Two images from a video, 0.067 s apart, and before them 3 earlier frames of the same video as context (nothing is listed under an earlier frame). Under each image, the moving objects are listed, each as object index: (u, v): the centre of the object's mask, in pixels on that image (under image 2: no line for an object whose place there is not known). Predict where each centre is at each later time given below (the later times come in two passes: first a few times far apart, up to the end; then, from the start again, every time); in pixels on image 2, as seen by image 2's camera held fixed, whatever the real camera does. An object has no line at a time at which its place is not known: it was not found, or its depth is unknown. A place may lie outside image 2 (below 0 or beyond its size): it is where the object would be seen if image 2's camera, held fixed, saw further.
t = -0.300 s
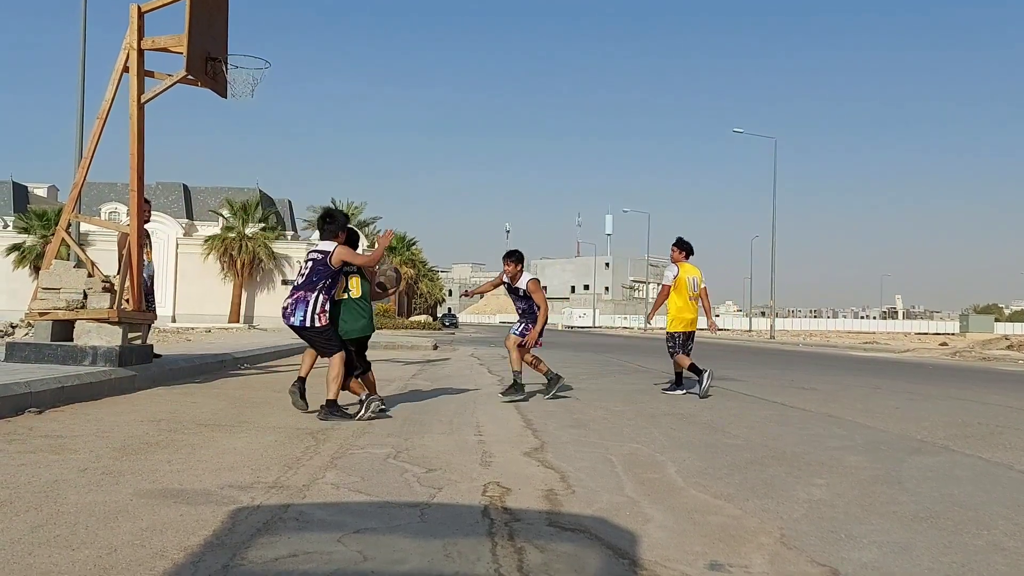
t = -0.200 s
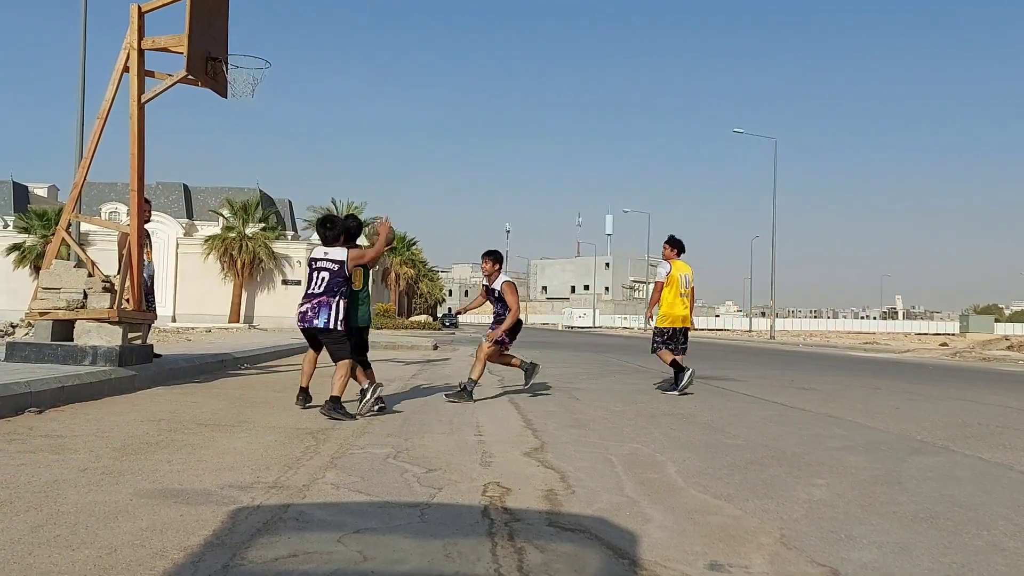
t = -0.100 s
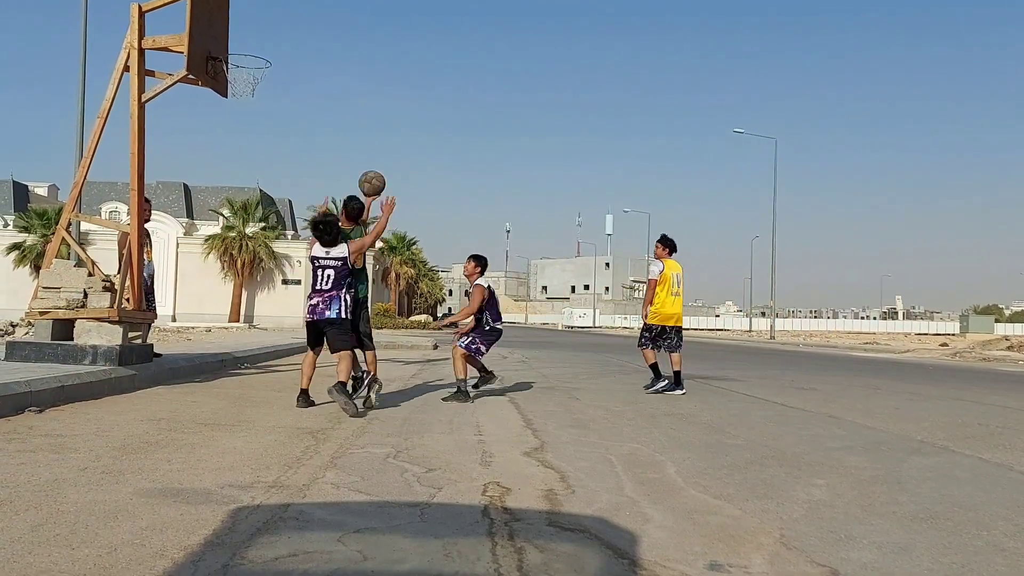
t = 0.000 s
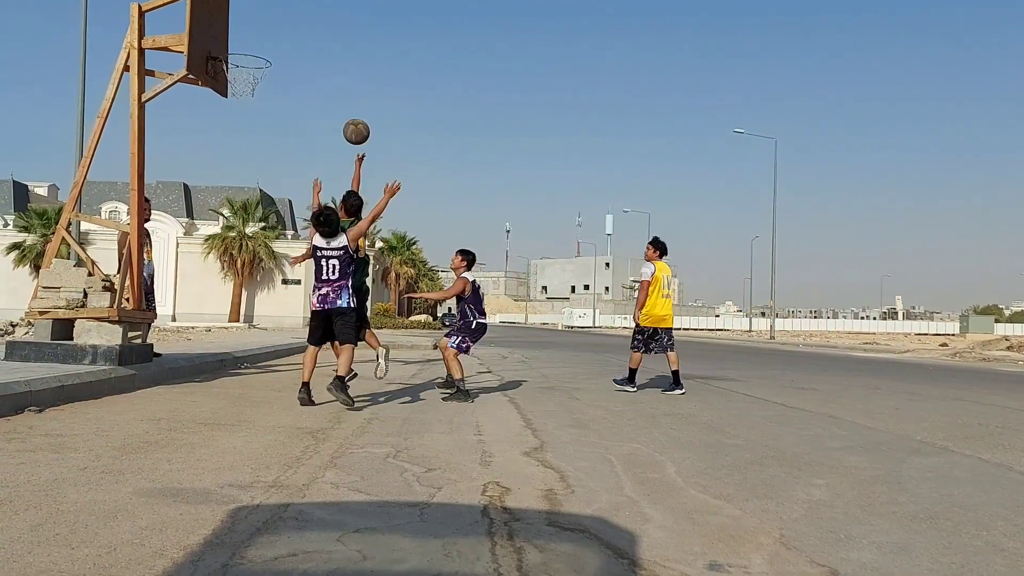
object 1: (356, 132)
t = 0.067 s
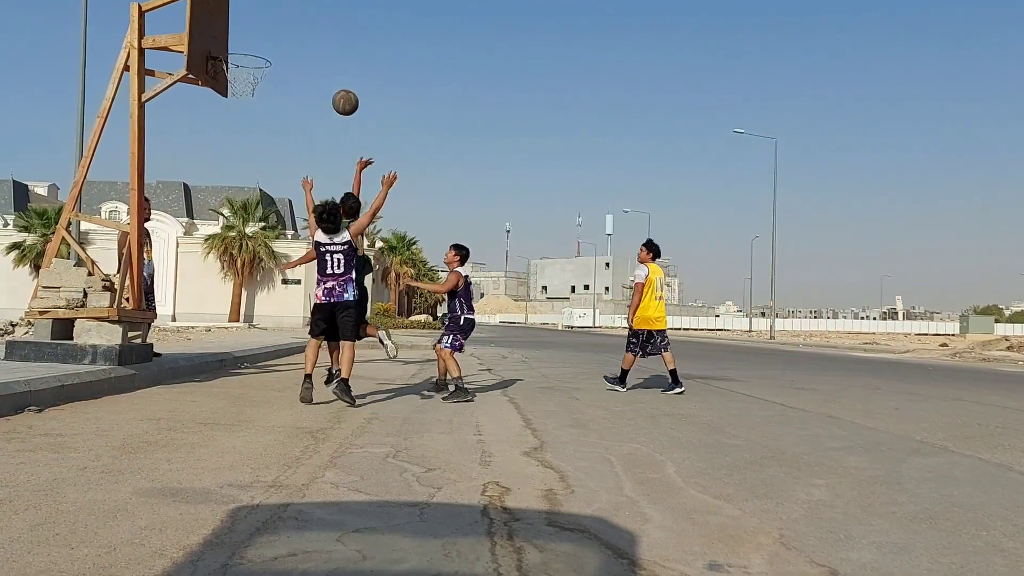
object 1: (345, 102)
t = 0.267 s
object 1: (312, 44)
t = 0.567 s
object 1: (261, 35)
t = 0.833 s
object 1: (236, 63)
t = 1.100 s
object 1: (238, 85)
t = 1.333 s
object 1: (255, 120)
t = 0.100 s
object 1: (340, 90)
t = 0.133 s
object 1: (334, 78)
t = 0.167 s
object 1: (329, 68)
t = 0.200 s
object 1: (323, 59)
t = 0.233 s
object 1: (317, 51)
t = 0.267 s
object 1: (312, 44)
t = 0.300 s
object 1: (306, 38)
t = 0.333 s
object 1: (301, 34)
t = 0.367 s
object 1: (295, 31)
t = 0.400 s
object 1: (289, 28)
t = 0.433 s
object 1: (284, 27)
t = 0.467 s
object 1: (278, 28)
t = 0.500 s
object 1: (272, 29)
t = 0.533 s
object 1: (267, 31)
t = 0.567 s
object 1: (261, 35)
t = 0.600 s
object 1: (255, 39)
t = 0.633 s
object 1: (250, 44)
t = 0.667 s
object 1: (248, 44)
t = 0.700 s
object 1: (245, 46)
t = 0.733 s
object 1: (243, 49)
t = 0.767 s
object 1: (241, 52)
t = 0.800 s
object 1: (239, 57)
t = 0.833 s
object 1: (236, 63)
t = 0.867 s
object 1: (233, 69)
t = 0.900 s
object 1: (232, 75)
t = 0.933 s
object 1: (232, 78)
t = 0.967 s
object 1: (232, 79)
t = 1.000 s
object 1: (232, 80)
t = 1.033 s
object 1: (233, 81)
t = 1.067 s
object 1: (235, 82)
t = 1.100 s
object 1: (238, 85)
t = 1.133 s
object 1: (241, 87)
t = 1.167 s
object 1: (243, 90)
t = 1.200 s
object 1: (246, 94)
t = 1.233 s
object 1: (248, 99)
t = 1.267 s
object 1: (250, 105)
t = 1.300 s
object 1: (253, 112)
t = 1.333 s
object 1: (255, 120)
